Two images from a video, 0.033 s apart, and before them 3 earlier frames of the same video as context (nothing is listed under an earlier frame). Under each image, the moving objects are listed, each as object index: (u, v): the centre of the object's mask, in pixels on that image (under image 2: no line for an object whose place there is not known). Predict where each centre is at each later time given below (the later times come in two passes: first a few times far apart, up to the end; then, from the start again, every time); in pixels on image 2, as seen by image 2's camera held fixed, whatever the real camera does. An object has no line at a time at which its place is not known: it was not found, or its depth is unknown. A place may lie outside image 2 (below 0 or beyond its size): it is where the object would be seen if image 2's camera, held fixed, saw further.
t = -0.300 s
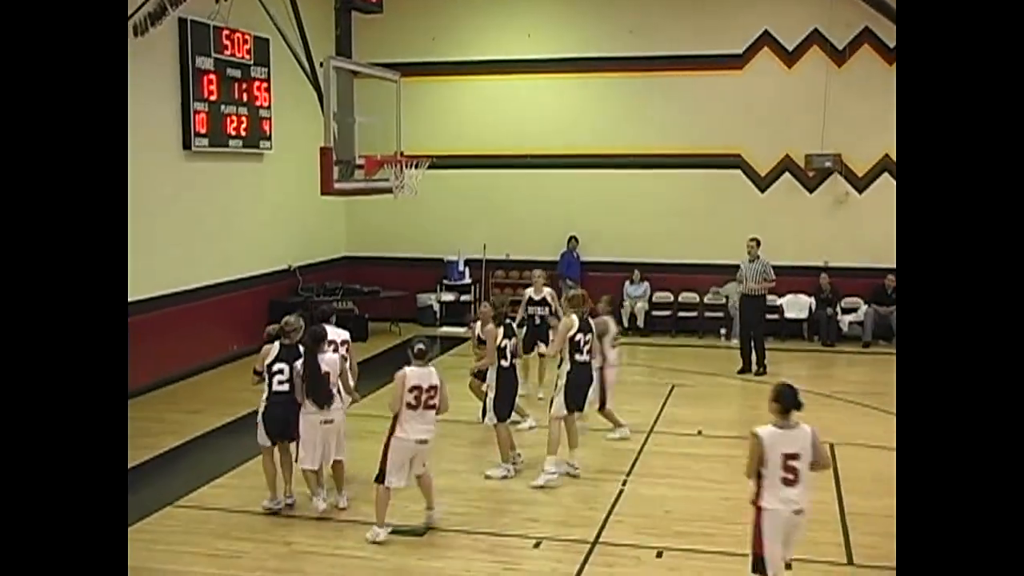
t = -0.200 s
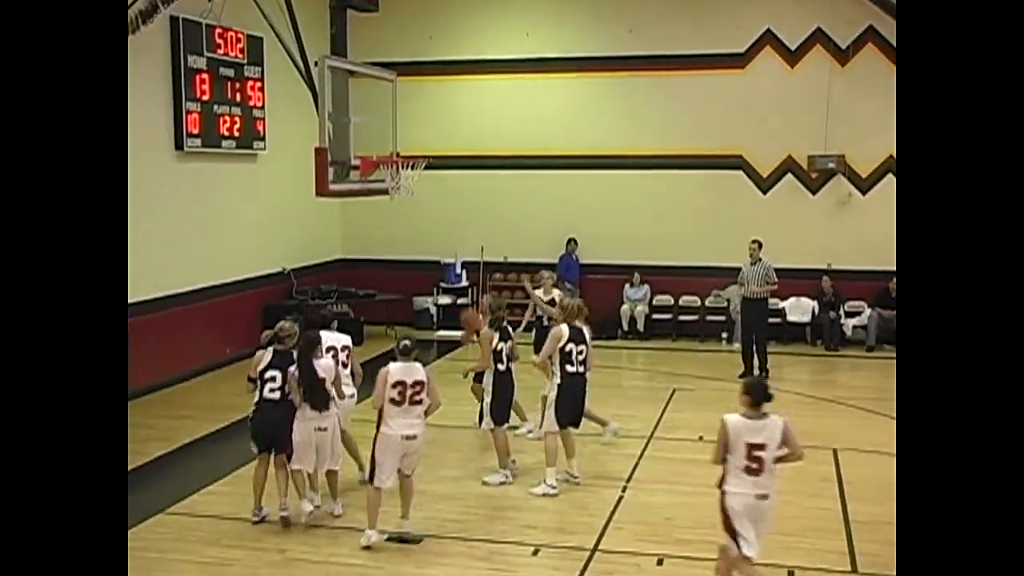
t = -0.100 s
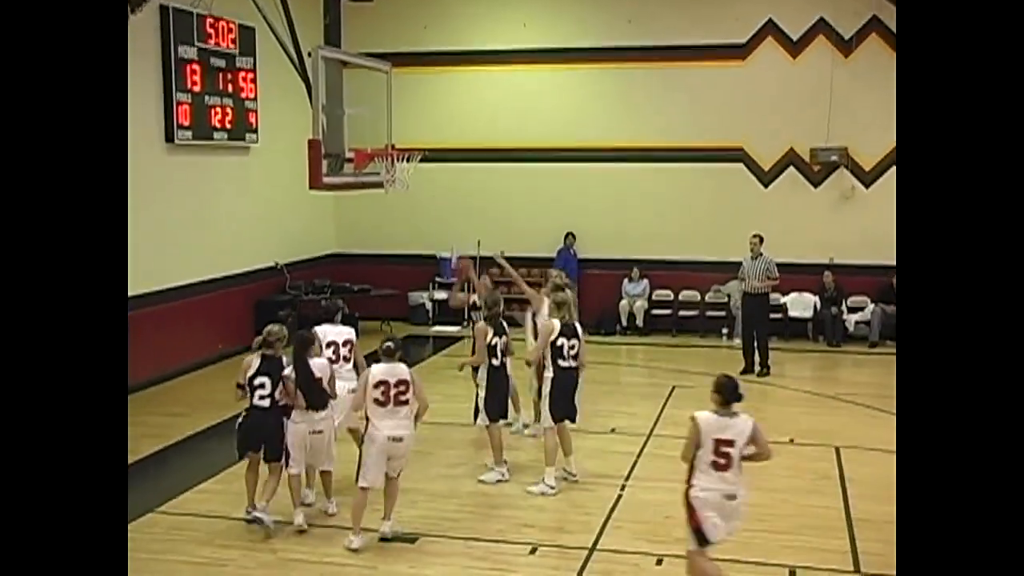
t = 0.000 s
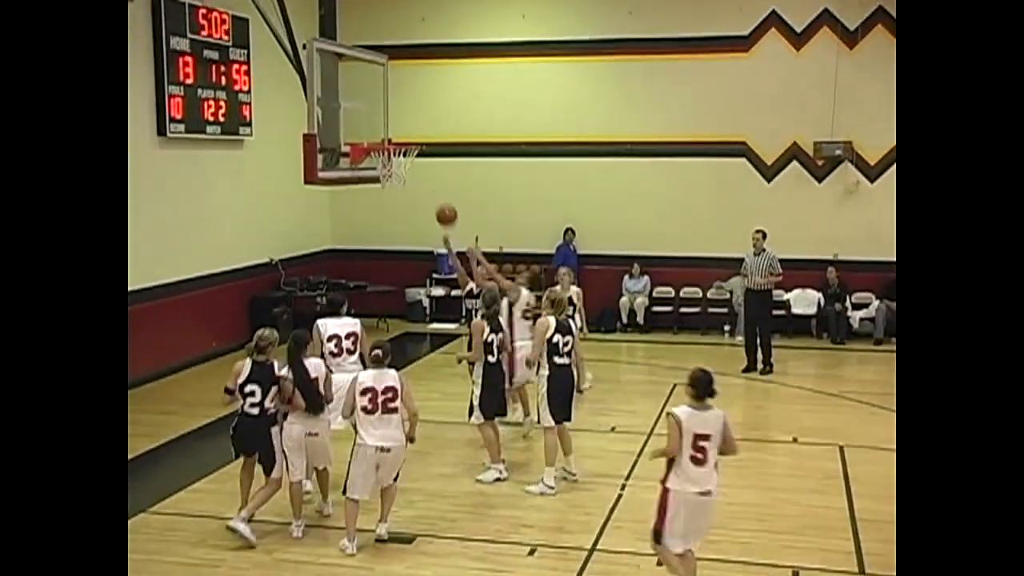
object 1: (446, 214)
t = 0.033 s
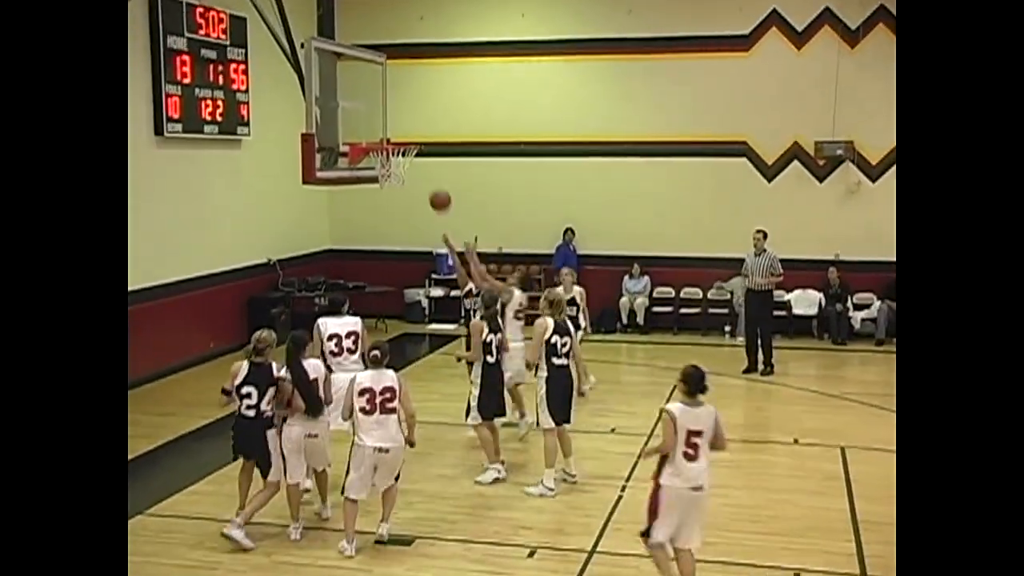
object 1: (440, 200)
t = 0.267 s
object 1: (398, 118)
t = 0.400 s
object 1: (386, 98)
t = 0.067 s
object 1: (433, 185)
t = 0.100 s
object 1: (428, 172)
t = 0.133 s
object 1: (422, 159)
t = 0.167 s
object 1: (419, 148)
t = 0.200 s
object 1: (410, 134)
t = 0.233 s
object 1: (404, 127)
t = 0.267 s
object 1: (398, 118)
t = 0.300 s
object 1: (392, 111)
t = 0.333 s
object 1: (386, 104)
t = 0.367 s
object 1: (384, 100)
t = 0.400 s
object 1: (386, 98)
